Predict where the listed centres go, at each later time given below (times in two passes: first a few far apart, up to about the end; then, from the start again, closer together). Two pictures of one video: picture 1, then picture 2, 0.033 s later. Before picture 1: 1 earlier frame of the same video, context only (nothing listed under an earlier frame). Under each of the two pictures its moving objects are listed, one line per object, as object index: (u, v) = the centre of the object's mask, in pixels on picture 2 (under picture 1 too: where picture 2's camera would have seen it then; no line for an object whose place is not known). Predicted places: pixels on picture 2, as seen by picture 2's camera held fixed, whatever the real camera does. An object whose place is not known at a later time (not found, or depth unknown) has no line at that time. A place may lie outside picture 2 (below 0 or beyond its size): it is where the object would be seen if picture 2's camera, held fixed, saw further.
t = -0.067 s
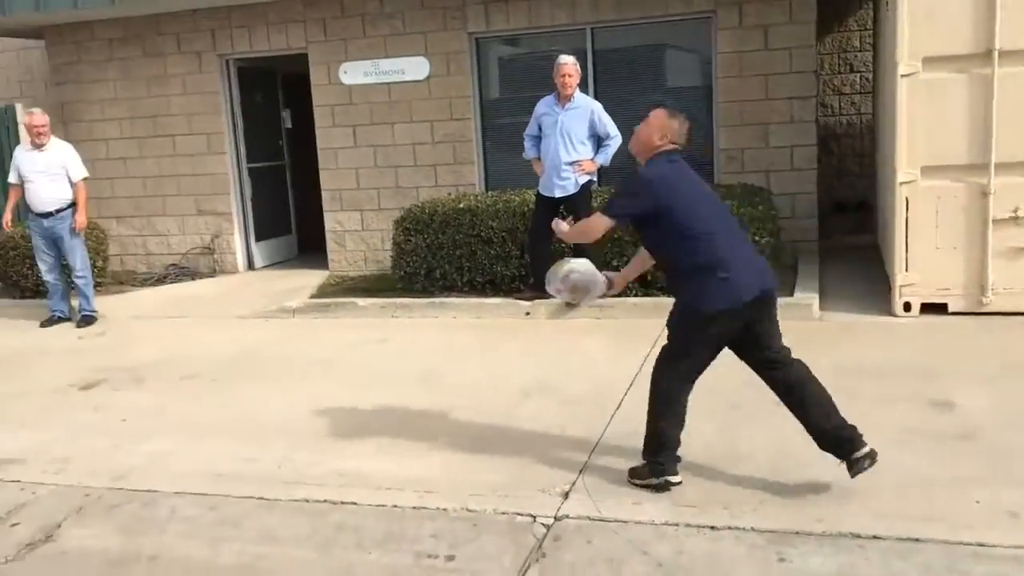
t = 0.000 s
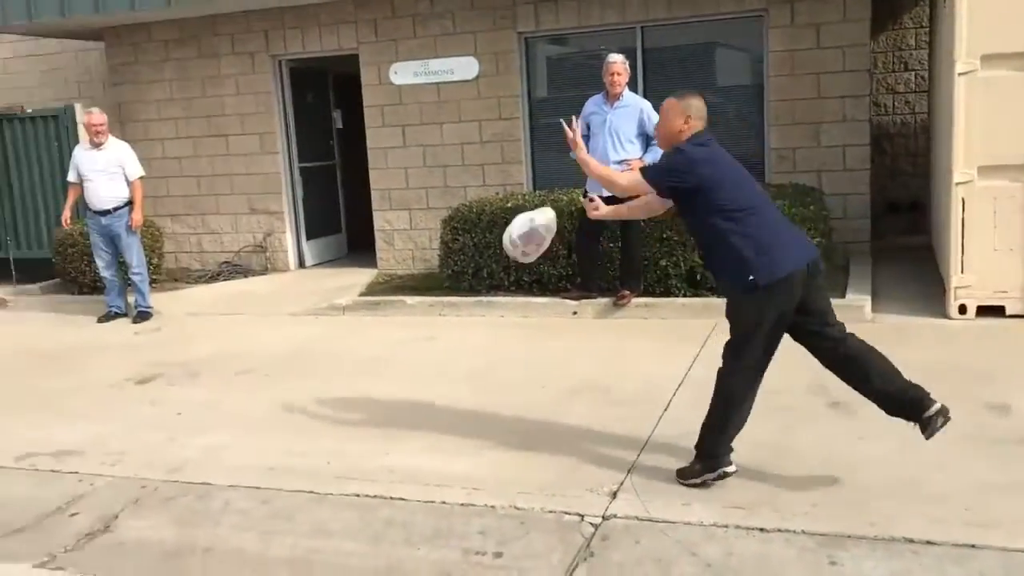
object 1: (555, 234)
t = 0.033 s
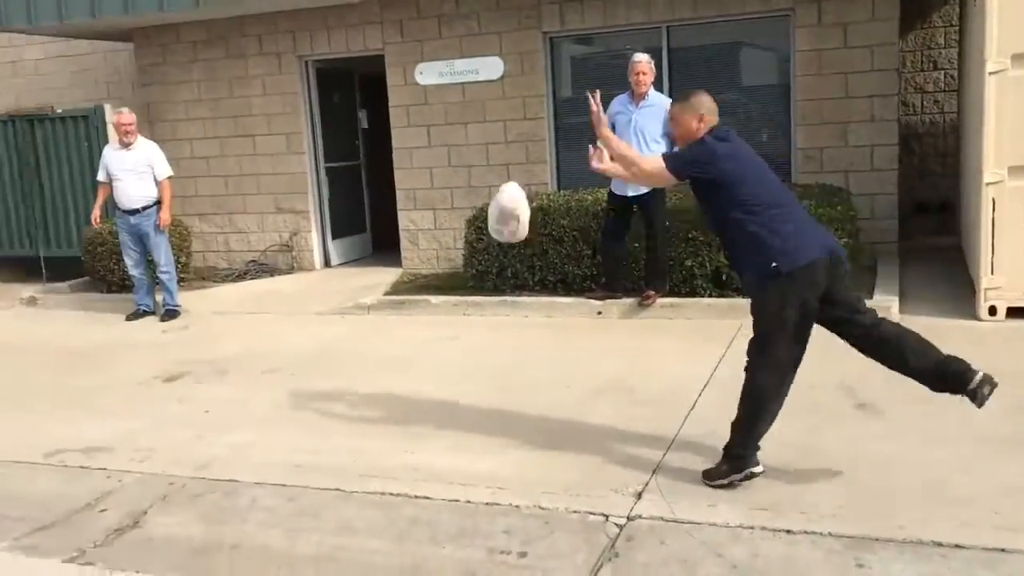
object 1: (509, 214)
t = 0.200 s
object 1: (301, 155)
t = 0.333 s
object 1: (159, 148)
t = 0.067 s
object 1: (465, 194)
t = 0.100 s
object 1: (420, 180)
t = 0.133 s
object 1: (379, 171)
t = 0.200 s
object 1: (301, 155)
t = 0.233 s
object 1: (264, 150)
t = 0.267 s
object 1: (228, 147)
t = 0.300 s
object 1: (193, 147)
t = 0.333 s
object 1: (159, 148)
